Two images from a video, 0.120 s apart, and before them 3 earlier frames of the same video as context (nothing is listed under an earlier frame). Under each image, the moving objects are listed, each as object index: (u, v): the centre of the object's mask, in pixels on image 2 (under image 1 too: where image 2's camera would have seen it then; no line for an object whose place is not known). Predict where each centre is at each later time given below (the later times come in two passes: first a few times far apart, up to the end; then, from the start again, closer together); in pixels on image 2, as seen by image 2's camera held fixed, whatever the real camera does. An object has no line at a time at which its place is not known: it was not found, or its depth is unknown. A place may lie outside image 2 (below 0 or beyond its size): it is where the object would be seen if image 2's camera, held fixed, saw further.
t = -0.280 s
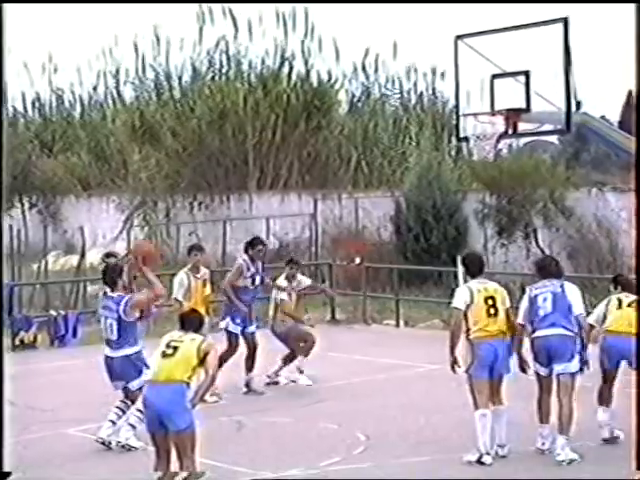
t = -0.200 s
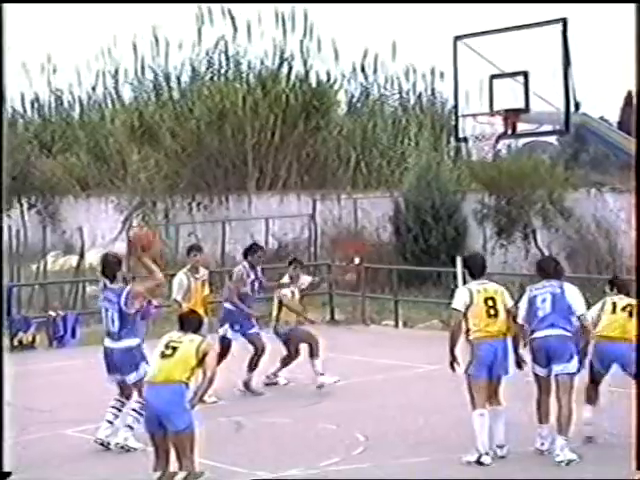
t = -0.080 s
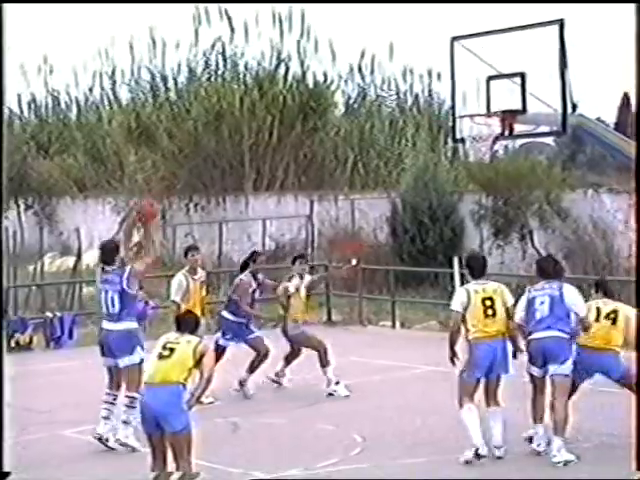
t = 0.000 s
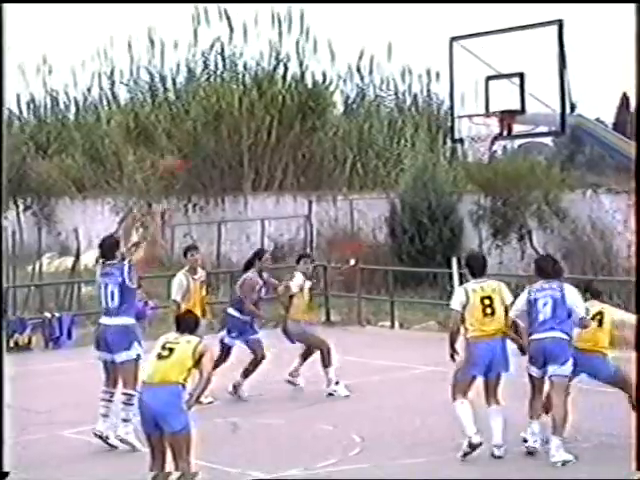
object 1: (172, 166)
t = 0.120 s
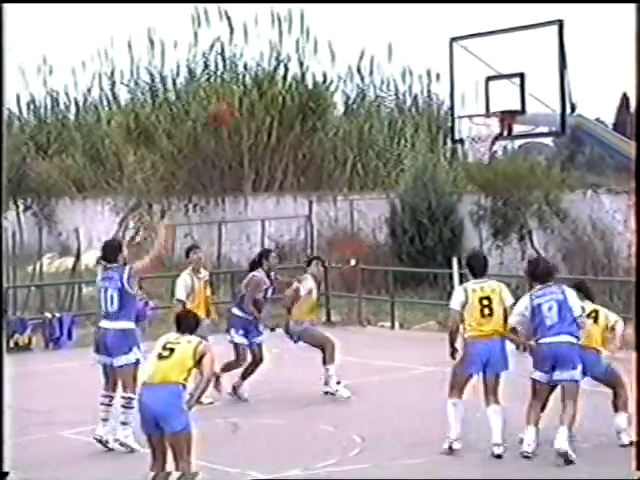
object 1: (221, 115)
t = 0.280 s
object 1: (279, 70)
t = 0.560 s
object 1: (376, 53)
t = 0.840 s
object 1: (469, 106)
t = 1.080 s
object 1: (473, 91)
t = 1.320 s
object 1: (480, 130)
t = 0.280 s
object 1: (279, 70)
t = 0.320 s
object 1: (294, 64)
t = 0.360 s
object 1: (305, 57)
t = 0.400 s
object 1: (322, 53)
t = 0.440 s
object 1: (334, 51)
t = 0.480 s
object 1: (348, 50)
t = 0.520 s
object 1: (363, 51)
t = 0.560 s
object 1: (376, 53)
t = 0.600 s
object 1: (390, 57)
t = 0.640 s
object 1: (404, 62)
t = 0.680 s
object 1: (418, 68)
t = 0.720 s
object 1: (430, 76)
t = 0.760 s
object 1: (445, 86)
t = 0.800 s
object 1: (457, 96)
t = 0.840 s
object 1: (469, 106)
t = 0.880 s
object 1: (470, 102)
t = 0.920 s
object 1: (471, 97)
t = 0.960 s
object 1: (472, 93)
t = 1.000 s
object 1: (472, 91)
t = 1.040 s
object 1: (473, 91)
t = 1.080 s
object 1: (473, 91)
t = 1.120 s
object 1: (474, 93)
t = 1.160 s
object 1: (474, 98)
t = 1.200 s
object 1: (475, 104)
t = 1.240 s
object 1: (476, 111)
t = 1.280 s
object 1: (479, 119)
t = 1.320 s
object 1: (480, 130)
